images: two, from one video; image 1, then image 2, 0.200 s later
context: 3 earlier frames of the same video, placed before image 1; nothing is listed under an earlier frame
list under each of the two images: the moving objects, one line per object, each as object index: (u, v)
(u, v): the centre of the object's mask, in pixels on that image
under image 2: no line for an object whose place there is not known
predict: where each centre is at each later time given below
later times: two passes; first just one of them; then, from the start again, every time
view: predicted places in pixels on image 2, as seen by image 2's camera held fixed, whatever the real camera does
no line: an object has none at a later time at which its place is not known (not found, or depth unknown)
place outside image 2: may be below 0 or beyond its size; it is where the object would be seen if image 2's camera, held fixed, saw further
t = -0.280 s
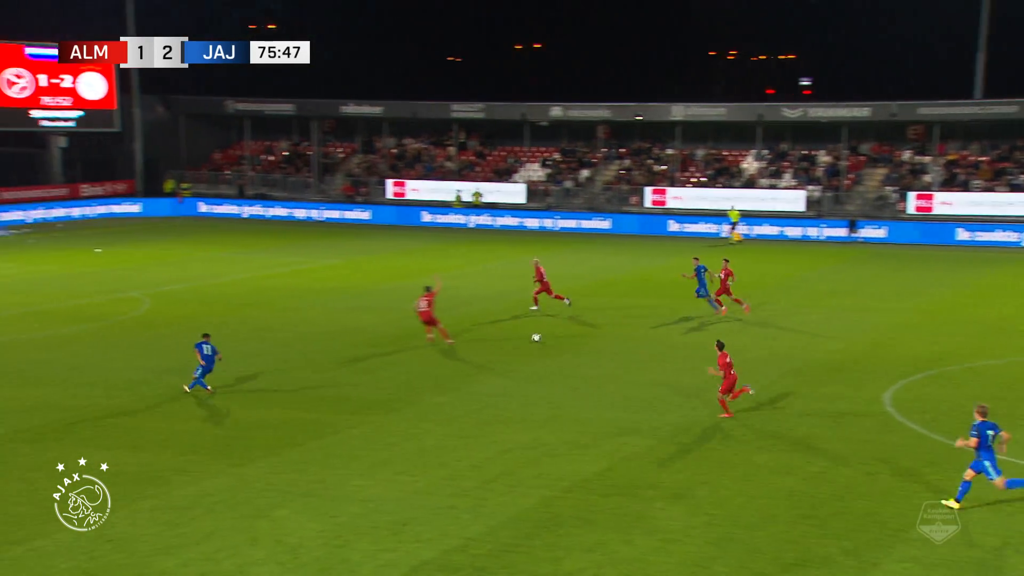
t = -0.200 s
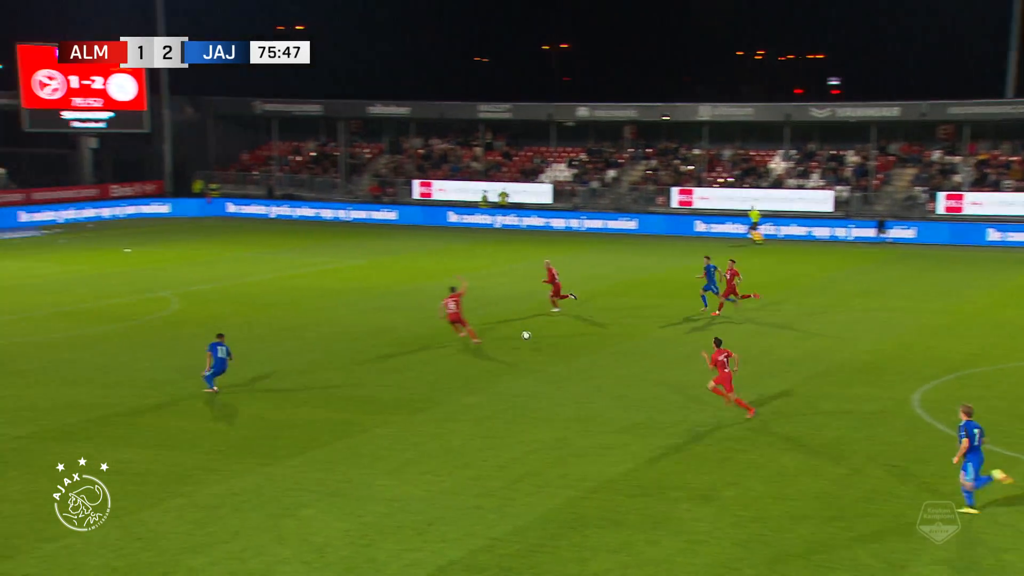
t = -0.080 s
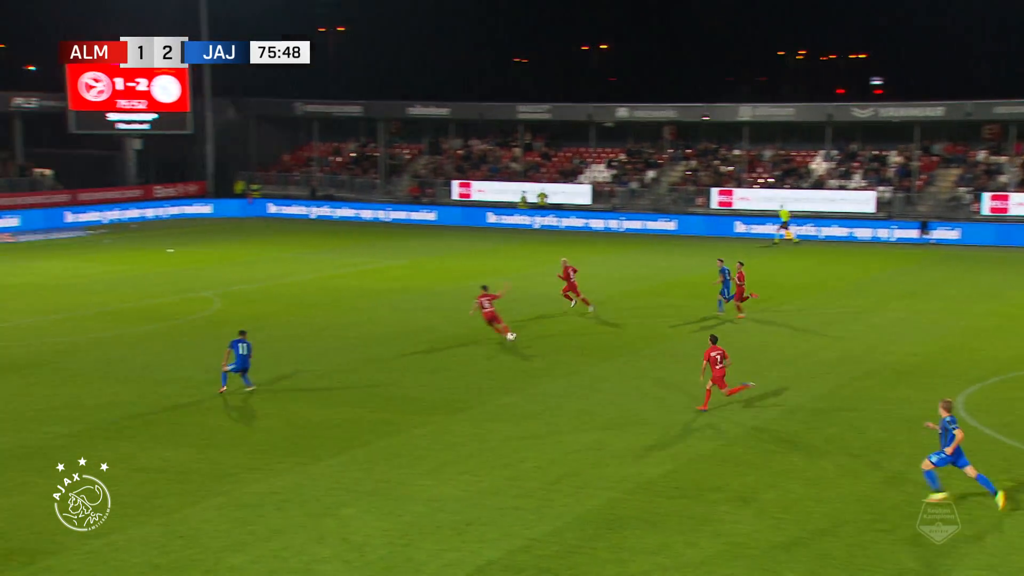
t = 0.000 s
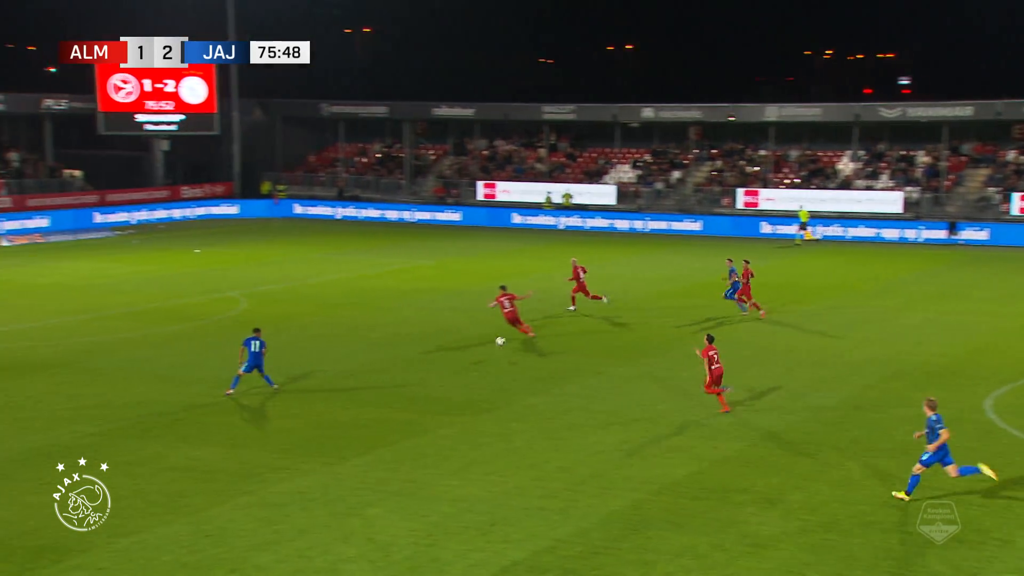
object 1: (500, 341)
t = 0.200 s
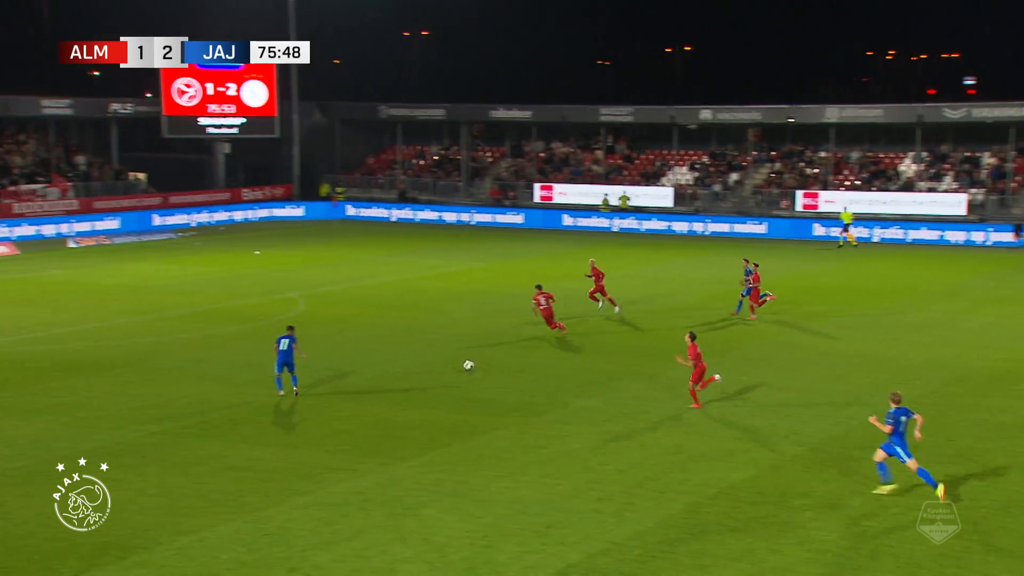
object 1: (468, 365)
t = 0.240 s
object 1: (453, 363)
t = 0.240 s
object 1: (453, 363)
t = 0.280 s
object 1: (437, 362)
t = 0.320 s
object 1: (422, 362)
